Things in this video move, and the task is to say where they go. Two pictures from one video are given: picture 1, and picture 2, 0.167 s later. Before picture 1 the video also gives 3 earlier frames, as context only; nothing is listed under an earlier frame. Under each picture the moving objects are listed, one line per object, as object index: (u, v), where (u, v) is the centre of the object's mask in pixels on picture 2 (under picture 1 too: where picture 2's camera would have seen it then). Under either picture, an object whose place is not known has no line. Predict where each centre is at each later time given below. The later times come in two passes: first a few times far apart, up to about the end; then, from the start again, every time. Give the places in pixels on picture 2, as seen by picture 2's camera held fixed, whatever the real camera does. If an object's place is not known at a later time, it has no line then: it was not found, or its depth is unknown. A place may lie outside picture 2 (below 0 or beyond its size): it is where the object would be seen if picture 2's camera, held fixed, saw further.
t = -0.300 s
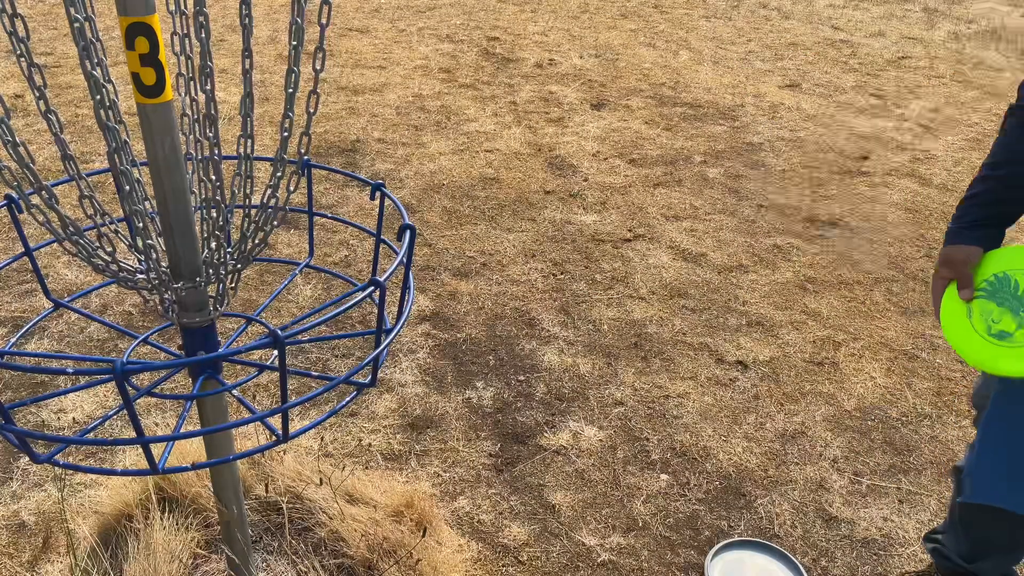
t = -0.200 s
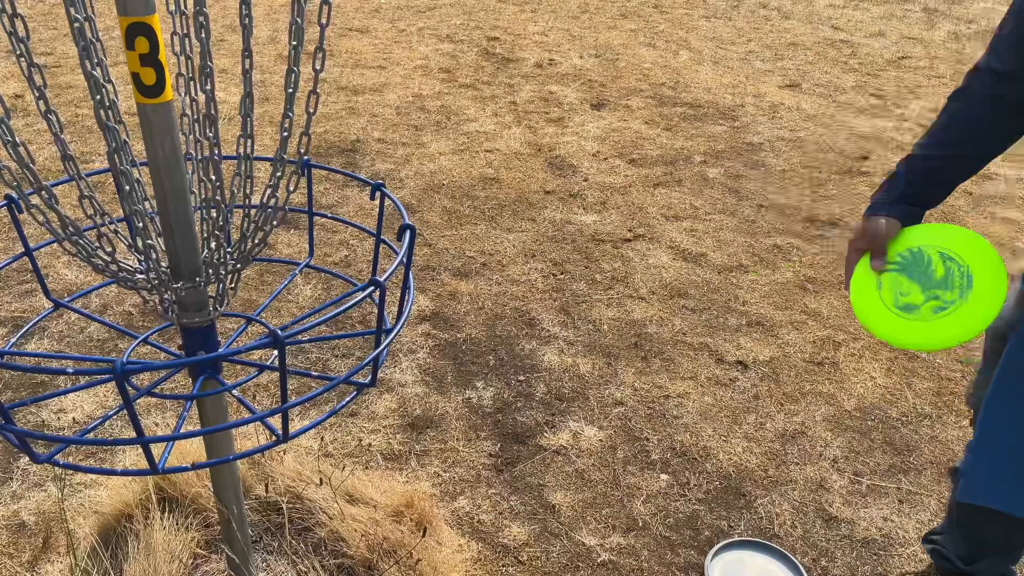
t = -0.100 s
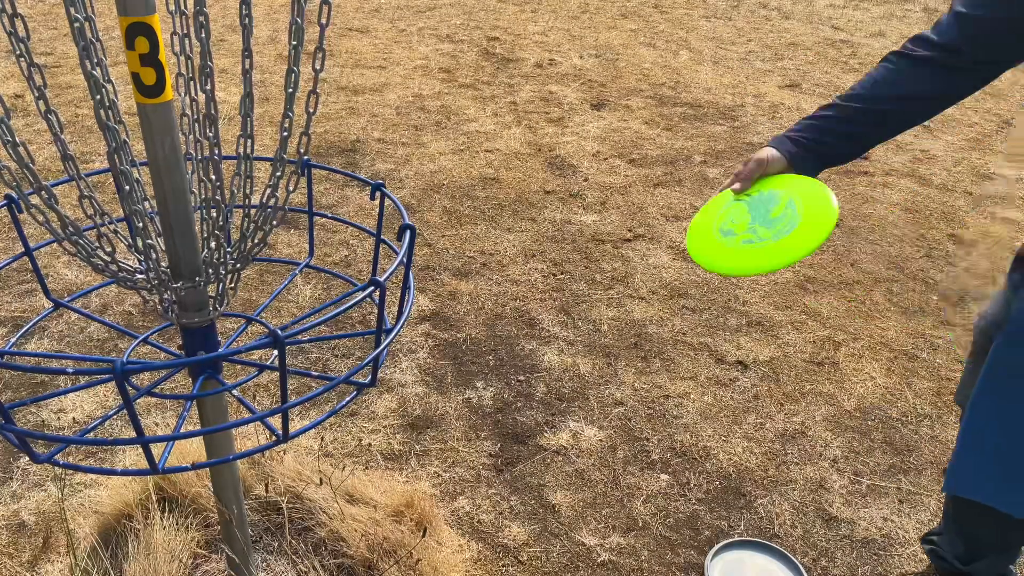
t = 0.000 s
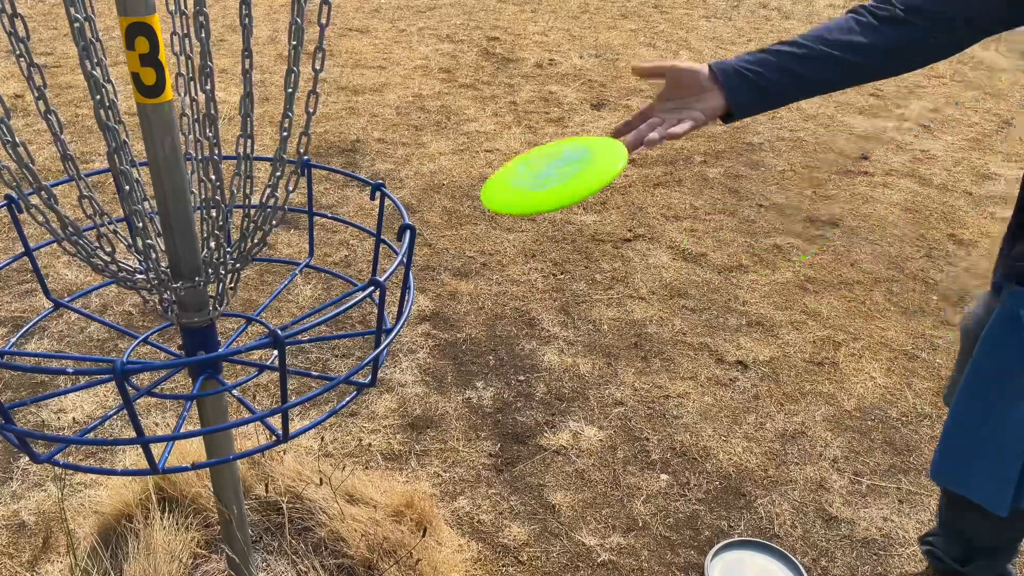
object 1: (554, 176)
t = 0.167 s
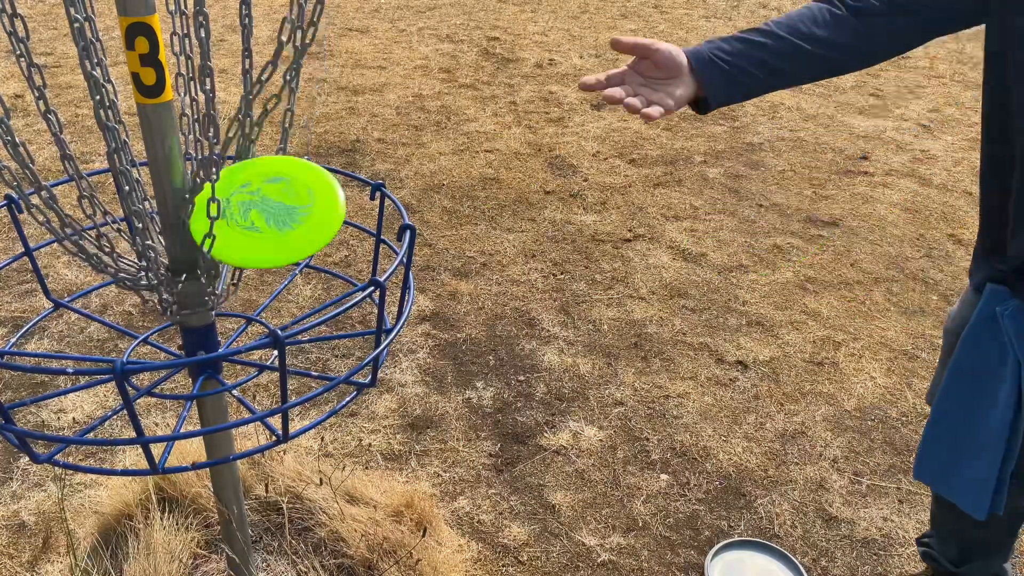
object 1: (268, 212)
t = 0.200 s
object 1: (259, 225)
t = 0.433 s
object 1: (183, 307)
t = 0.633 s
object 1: (208, 375)
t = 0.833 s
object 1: (205, 399)
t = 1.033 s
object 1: (204, 399)
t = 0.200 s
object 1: (259, 225)
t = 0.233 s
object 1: (236, 240)
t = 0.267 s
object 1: (231, 263)
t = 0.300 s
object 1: (225, 286)
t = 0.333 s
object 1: (220, 299)
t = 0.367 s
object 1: (207, 298)
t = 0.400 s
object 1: (194, 300)
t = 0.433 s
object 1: (183, 307)
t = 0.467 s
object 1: (175, 318)
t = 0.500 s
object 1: (173, 325)
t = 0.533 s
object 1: (179, 339)
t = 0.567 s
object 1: (186, 348)
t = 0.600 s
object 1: (193, 358)
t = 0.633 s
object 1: (208, 375)
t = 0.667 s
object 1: (202, 394)
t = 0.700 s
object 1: (207, 405)
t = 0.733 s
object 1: (207, 398)
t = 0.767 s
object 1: (204, 396)
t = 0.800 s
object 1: (204, 397)
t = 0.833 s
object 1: (205, 399)
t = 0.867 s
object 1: (203, 399)
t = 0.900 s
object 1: (202, 399)
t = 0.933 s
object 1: (203, 399)
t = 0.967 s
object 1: (204, 399)
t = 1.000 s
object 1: (204, 399)
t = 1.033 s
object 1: (204, 399)
